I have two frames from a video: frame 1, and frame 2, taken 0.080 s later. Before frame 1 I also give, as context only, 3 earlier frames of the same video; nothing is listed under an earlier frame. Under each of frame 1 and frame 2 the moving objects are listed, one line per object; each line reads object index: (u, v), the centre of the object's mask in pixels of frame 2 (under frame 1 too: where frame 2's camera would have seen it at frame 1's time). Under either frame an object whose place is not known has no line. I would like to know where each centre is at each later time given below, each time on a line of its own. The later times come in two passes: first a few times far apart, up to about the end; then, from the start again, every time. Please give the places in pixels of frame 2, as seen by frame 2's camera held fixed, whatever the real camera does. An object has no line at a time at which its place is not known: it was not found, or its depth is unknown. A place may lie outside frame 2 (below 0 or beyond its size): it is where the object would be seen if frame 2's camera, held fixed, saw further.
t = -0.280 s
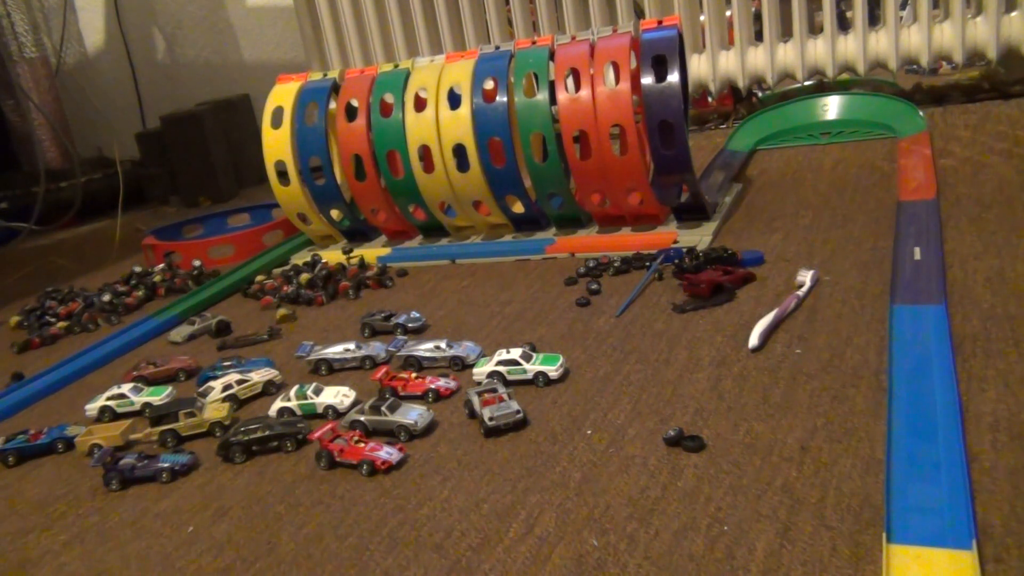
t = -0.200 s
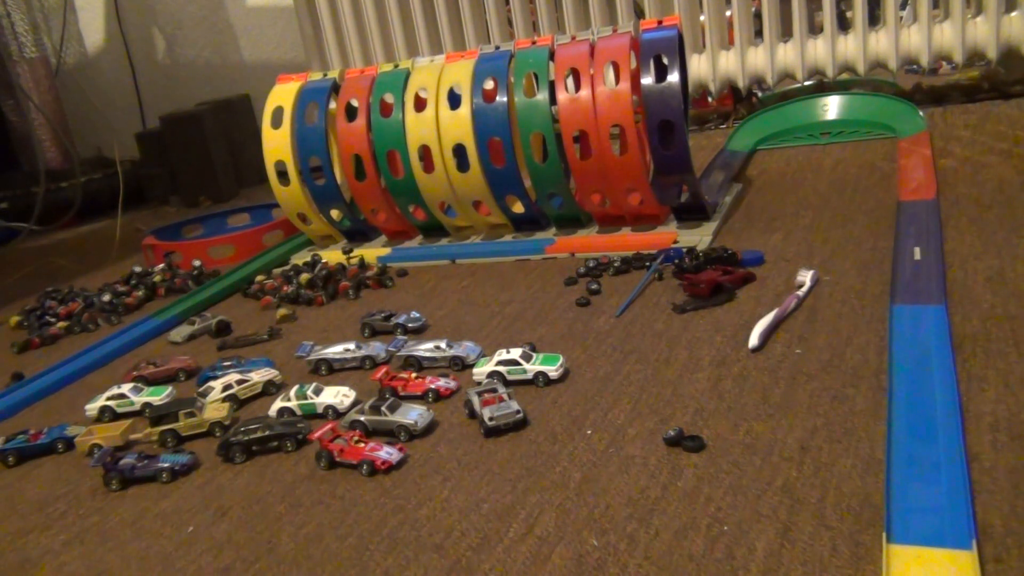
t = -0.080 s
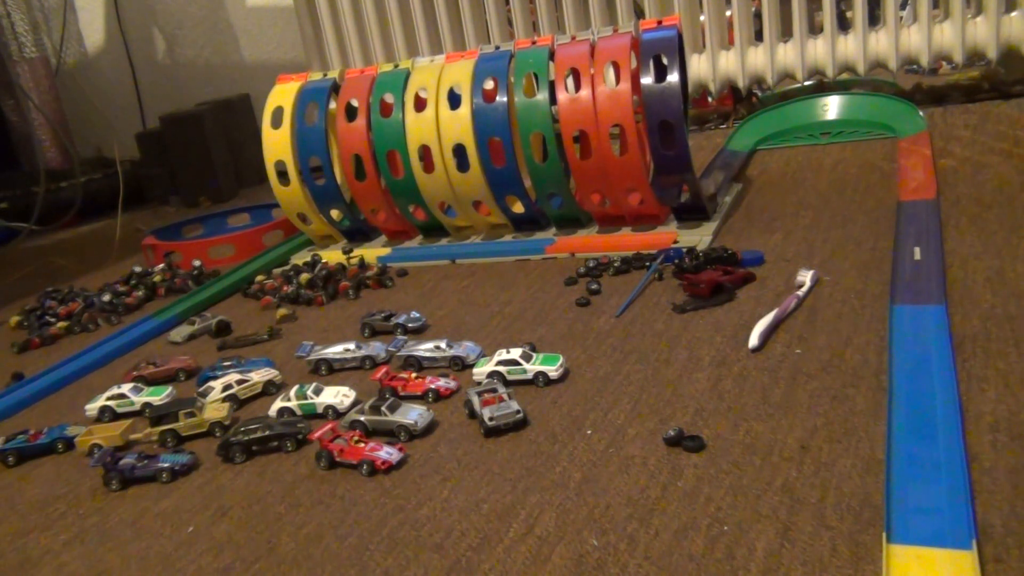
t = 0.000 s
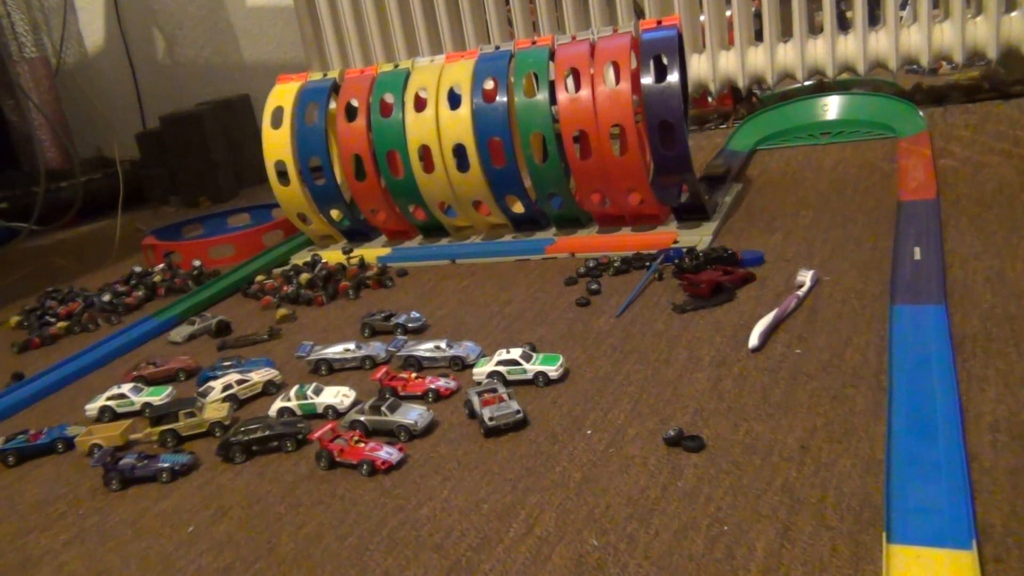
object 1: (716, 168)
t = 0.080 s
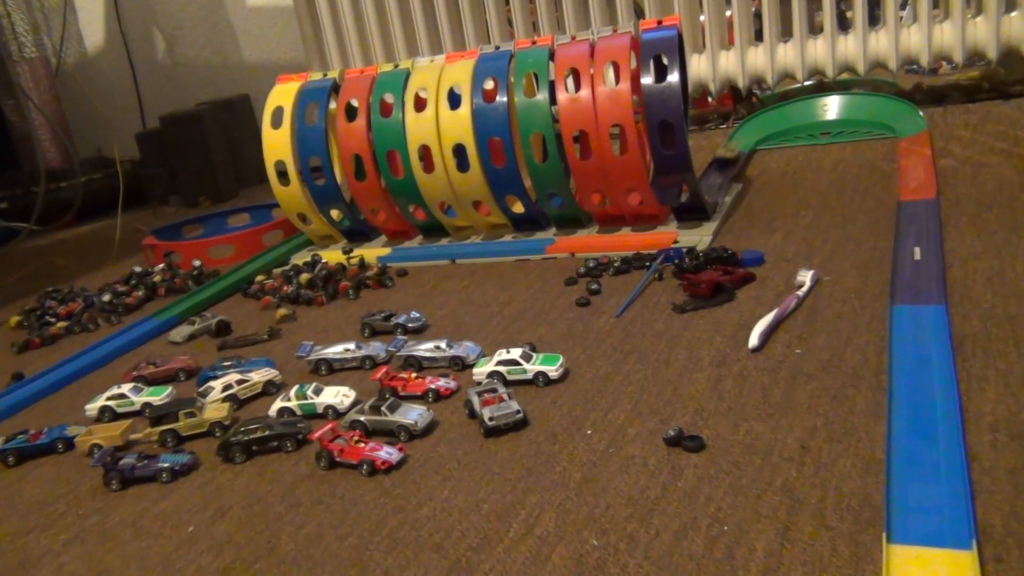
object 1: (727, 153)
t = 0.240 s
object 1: (765, 121)
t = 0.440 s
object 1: (873, 108)
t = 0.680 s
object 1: (912, 141)
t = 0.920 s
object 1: (915, 180)
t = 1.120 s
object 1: (917, 222)
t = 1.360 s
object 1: (919, 291)
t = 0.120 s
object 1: (733, 147)
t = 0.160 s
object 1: (738, 141)
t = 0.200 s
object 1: (748, 130)
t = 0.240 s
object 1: (765, 121)
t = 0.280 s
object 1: (786, 114)
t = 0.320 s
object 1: (807, 109)
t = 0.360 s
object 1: (830, 106)
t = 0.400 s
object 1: (855, 107)
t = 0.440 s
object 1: (873, 108)
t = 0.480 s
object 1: (889, 110)
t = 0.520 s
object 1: (902, 115)
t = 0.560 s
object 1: (909, 123)
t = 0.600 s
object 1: (911, 129)
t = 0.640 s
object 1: (911, 135)
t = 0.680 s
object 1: (912, 141)
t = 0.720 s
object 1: (912, 146)
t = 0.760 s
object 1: (913, 152)
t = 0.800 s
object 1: (913, 158)
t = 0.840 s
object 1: (914, 165)
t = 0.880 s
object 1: (914, 173)
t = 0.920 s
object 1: (915, 180)
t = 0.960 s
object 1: (915, 188)
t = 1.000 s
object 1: (916, 196)
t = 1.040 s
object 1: (916, 204)
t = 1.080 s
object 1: (916, 212)
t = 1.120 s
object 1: (917, 222)
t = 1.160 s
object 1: (918, 231)
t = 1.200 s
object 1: (918, 242)
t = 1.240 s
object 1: (918, 253)
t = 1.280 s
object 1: (918, 265)
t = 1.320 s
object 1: (918, 277)
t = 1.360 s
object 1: (919, 291)
